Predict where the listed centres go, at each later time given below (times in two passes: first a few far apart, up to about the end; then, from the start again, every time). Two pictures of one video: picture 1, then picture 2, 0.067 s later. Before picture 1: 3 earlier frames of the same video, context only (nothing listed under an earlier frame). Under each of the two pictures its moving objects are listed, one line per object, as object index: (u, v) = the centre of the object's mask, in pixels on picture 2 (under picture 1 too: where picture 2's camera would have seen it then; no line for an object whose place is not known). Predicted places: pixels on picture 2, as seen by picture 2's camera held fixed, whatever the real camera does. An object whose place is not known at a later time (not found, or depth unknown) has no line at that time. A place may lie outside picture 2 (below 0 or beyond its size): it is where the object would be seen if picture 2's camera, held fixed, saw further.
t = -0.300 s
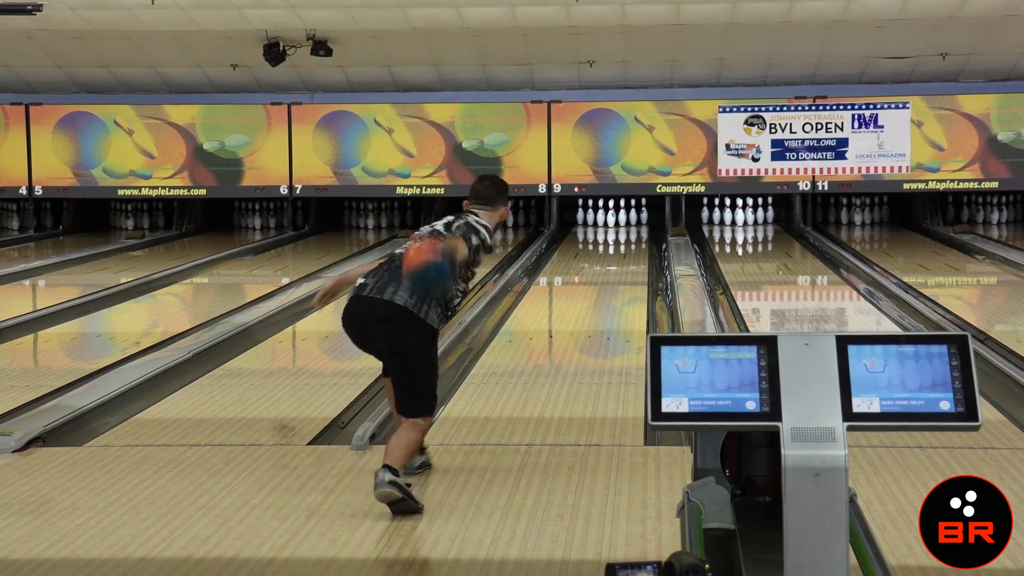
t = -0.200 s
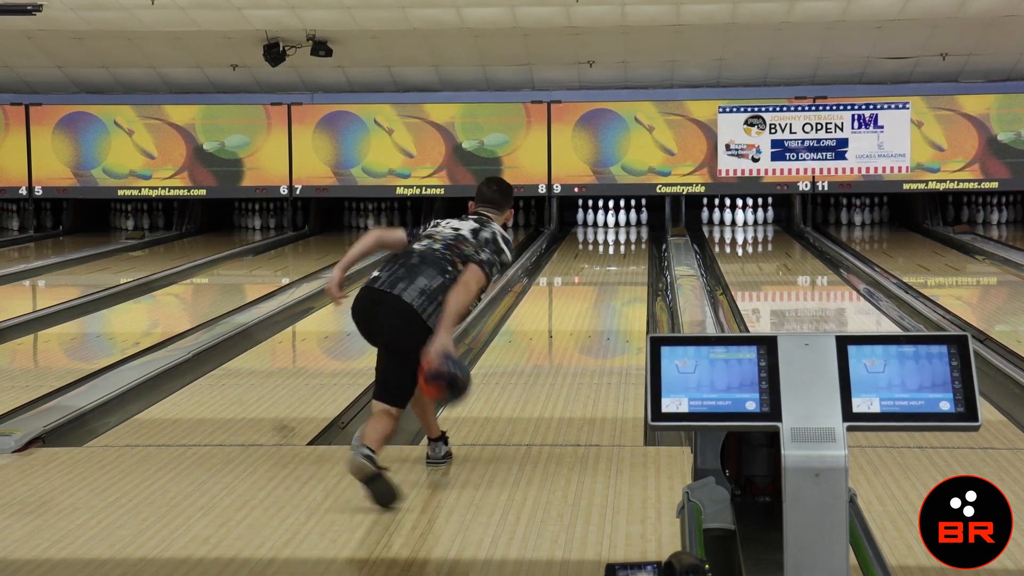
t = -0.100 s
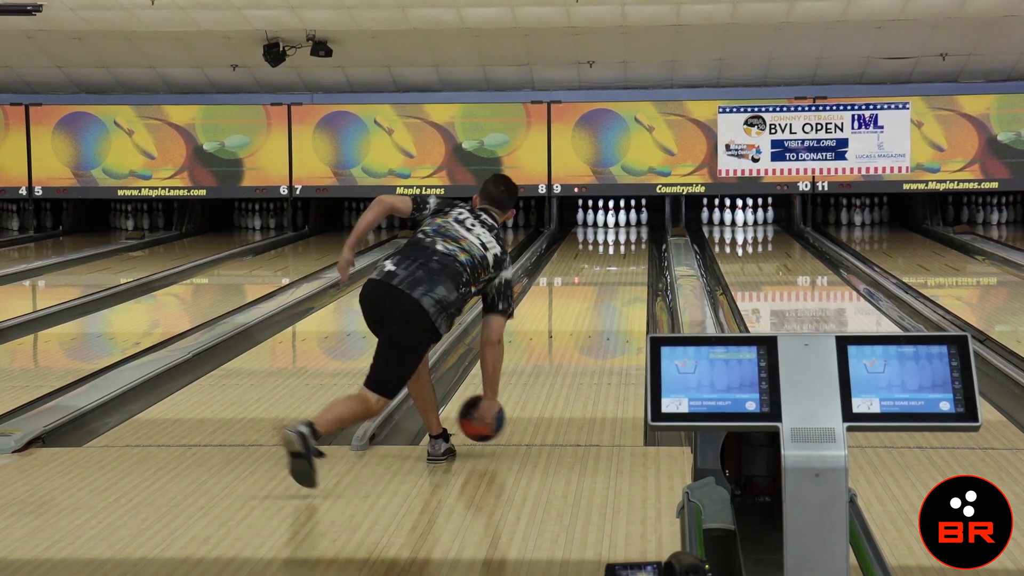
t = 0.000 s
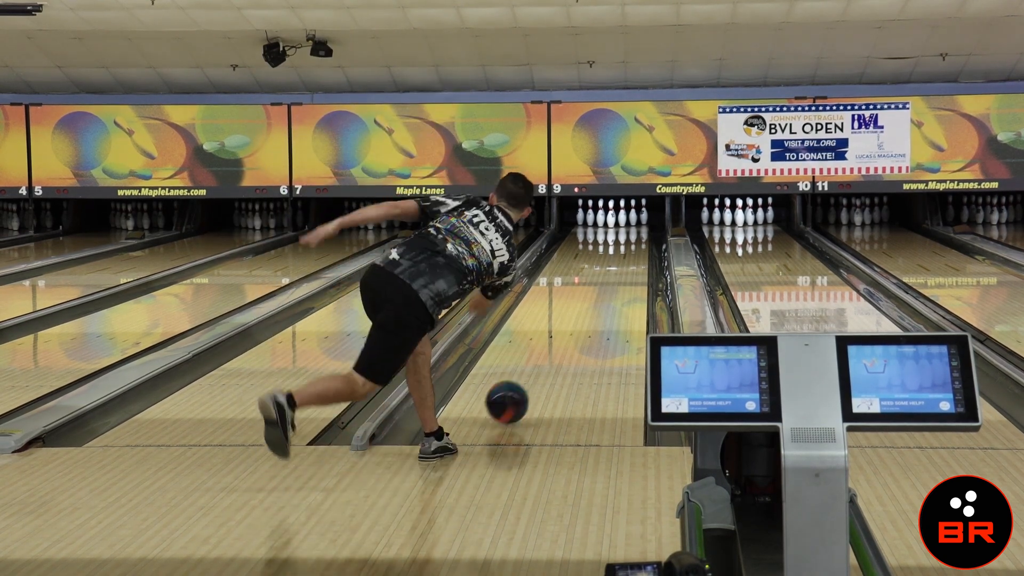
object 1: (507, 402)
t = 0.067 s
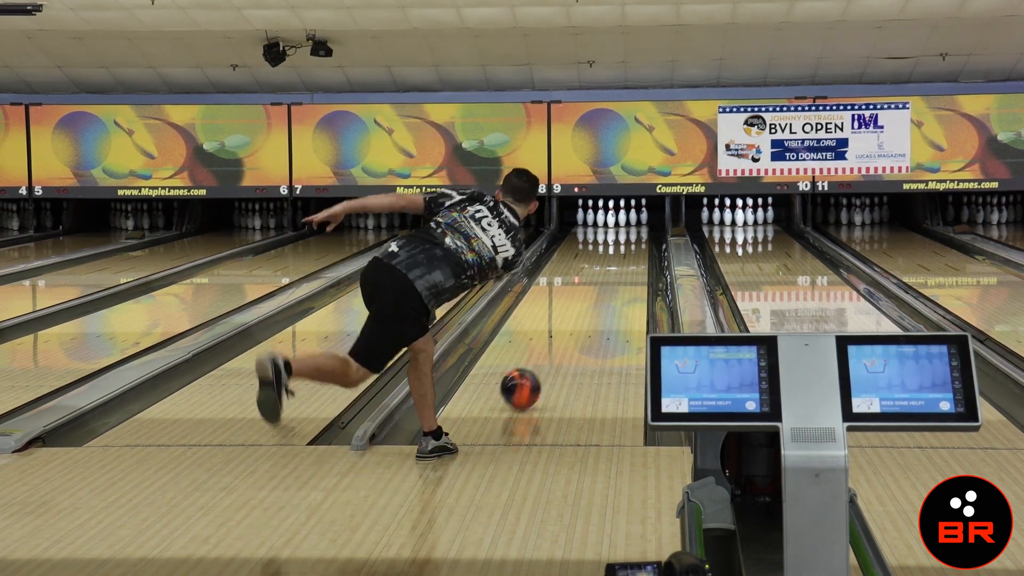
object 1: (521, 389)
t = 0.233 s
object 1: (549, 356)
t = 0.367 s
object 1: (566, 336)
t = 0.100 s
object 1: (527, 382)
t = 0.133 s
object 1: (533, 375)
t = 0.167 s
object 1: (538, 369)
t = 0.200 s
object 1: (544, 362)
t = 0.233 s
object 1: (549, 356)
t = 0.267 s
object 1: (553, 351)
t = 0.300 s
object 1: (558, 345)
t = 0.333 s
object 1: (562, 340)
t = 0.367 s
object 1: (566, 336)
